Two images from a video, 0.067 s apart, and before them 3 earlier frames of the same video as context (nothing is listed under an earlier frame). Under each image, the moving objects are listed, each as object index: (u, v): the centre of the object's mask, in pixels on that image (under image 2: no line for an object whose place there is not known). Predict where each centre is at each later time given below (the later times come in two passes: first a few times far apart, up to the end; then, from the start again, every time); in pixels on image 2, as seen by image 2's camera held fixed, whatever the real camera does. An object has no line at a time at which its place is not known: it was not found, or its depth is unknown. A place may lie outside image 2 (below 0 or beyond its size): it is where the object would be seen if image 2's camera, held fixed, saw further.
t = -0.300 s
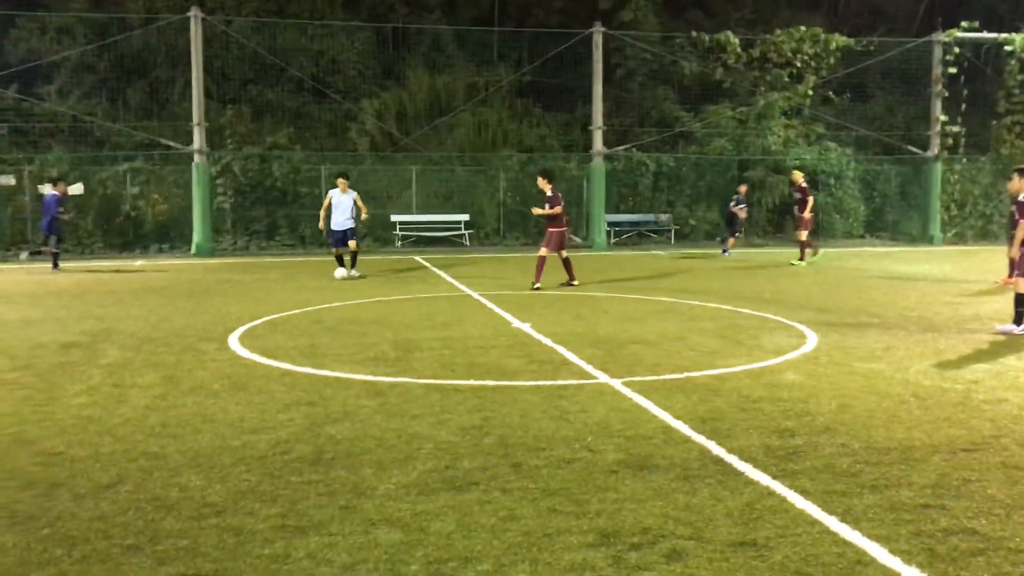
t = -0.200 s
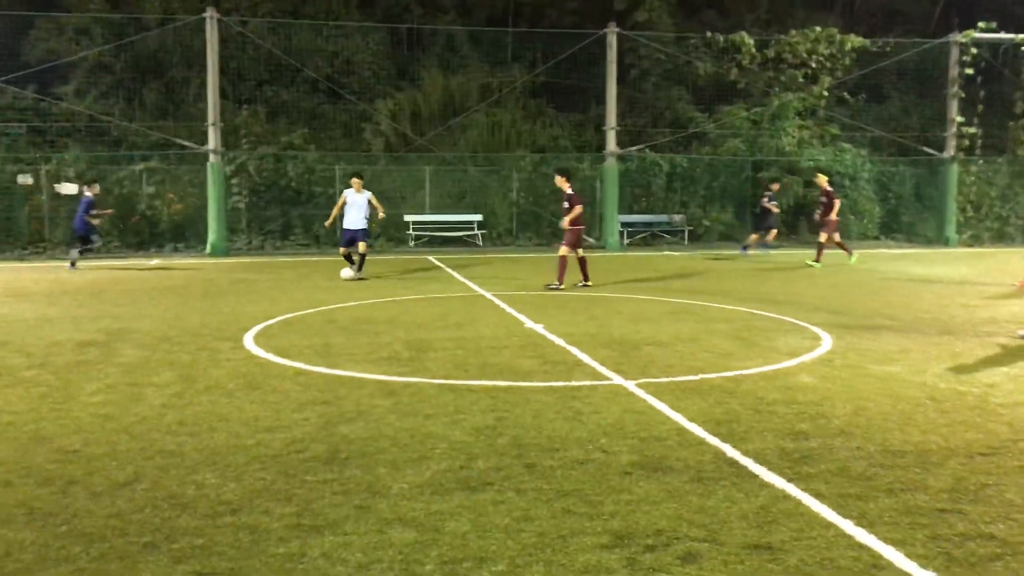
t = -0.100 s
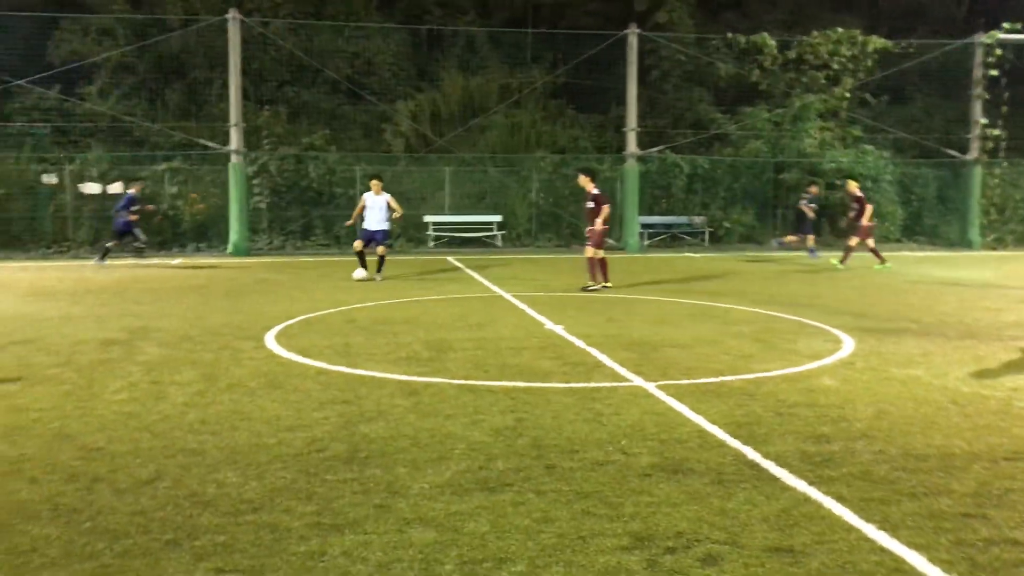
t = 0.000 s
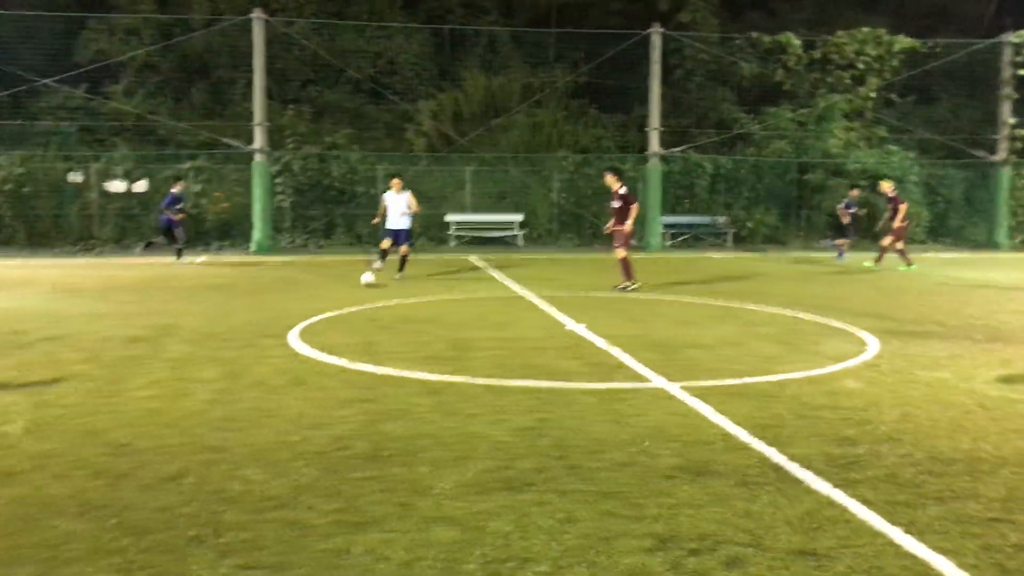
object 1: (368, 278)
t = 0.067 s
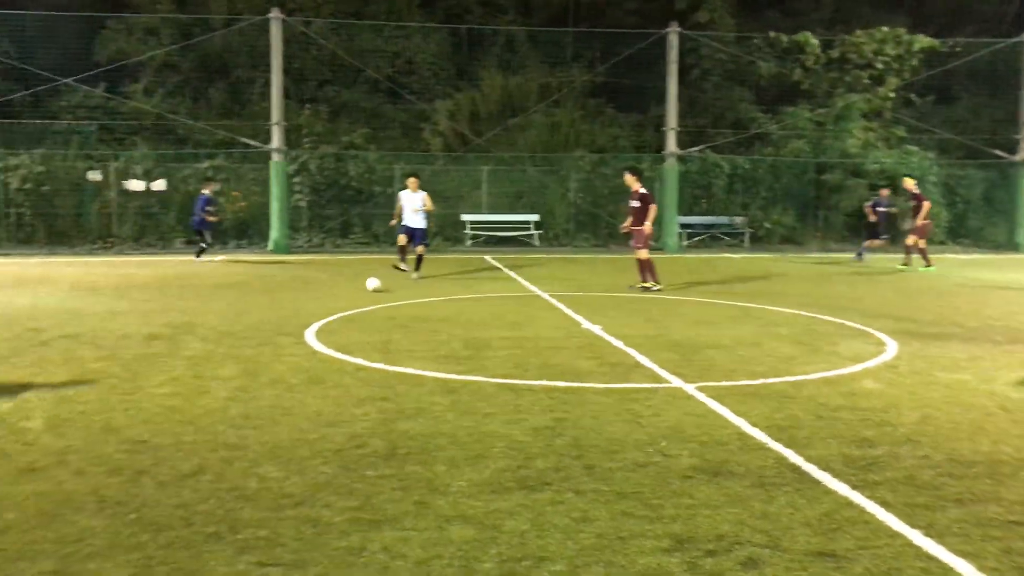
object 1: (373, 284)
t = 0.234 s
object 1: (345, 299)
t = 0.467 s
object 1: (304, 320)
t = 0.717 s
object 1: (253, 347)
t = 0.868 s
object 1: (214, 366)
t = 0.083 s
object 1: (370, 286)
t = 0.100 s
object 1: (368, 287)
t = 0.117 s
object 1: (365, 288)
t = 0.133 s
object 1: (363, 289)
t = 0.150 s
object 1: (360, 289)
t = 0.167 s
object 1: (357, 291)
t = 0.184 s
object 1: (354, 293)
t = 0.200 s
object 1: (351, 294)
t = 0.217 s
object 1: (348, 296)
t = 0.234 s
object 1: (345, 299)
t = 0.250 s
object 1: (342, 299)
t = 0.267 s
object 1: (340, 300)
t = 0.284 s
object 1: (337, 302)
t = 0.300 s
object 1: (334, 303)
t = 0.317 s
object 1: (331, 305)
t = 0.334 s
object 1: (328, 306)
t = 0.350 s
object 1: (326, 309)
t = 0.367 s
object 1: (322, 309)
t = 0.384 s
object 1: (319, 313)
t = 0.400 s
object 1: (316, 314)
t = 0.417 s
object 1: (313, 315)
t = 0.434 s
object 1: (310, 317)
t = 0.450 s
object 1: (307, 318)
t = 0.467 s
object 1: (304, 320)
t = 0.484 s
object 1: (301, 322)
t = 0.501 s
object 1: (298, 324)
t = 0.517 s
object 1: (295, 325)
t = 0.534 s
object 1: (291, 326)
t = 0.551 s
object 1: (288, 328)
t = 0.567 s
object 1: (285, 330)
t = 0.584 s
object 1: (282, 332)
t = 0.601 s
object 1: (278, 335)
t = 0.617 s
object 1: (275, 336)
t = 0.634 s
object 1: (271, 337)
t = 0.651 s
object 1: (267, 338)
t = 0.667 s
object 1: (264, 341)
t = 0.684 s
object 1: (261, 343)
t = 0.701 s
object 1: (257, 343)
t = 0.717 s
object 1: (253, 347)
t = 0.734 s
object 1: (249, 350)
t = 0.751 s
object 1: (246, 352)
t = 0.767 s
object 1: (242, 354)
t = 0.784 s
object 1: (238, 355)
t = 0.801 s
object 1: (233, 358)
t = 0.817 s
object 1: (229, 360)
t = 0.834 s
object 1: (224, 363)
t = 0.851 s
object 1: (220, 366)
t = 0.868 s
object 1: (214, 366)
